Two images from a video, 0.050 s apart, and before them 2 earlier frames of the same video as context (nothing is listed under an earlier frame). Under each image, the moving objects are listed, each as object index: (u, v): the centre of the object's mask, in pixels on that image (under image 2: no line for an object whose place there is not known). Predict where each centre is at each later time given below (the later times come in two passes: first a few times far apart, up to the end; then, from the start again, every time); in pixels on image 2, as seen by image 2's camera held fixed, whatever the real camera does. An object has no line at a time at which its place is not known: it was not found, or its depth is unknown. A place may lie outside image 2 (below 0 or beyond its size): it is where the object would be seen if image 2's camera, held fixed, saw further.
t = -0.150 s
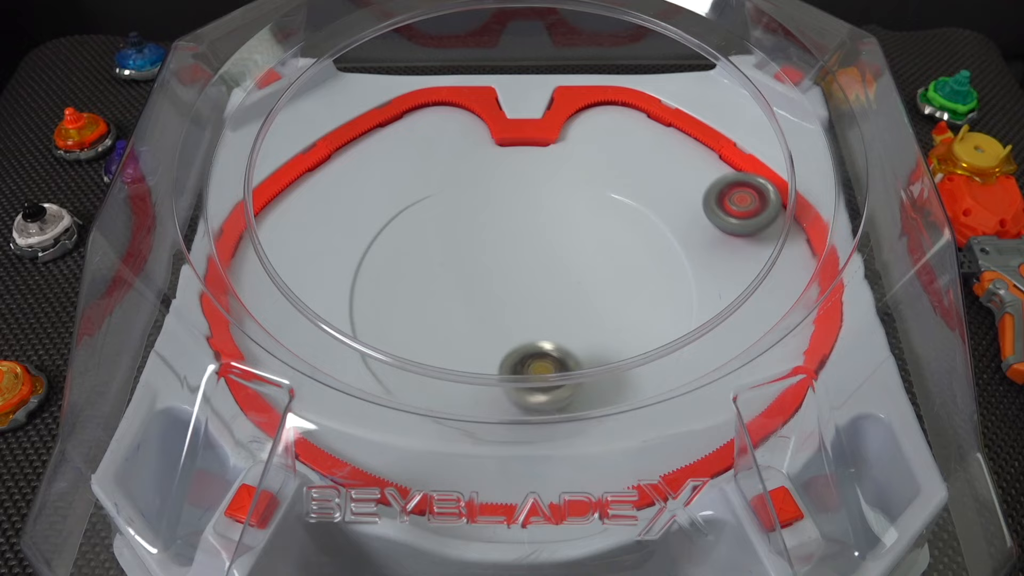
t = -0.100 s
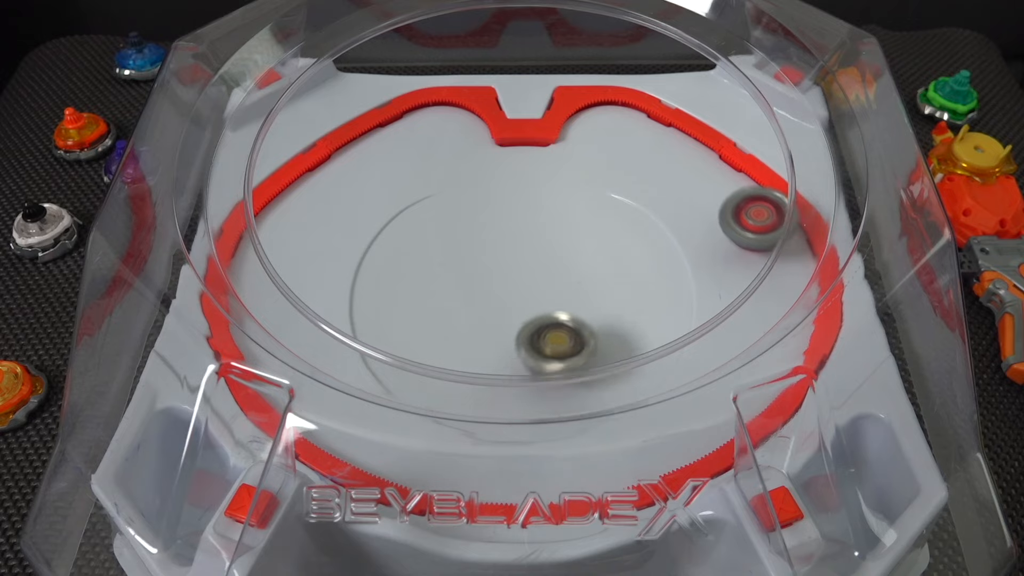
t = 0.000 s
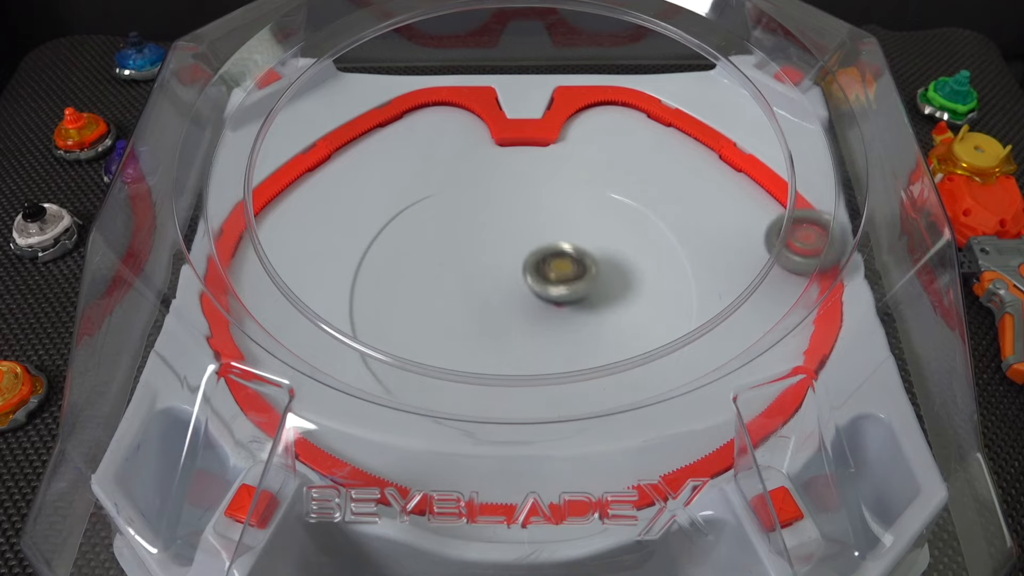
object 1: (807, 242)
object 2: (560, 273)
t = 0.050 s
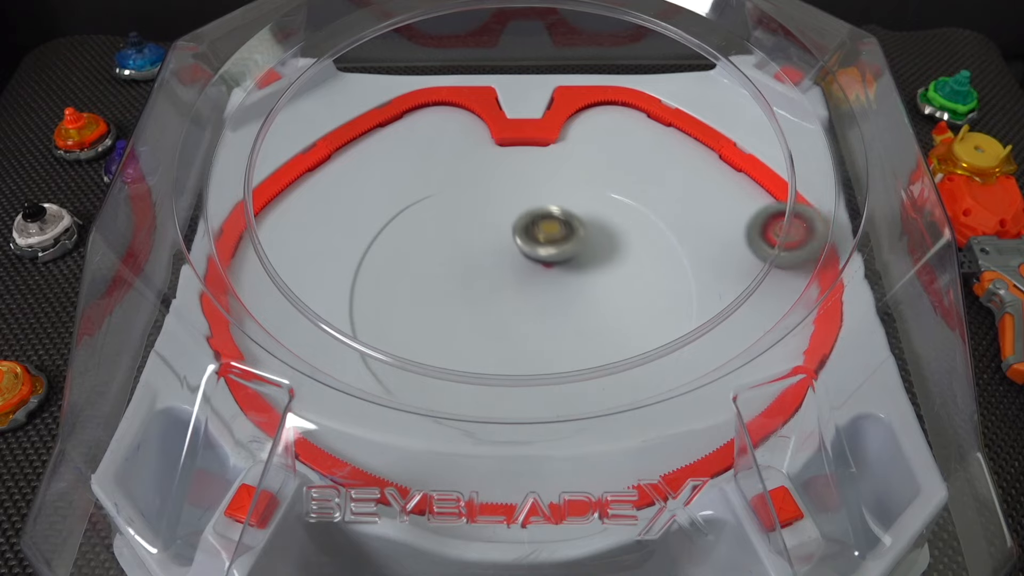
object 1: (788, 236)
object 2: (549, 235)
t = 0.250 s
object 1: (655, 228)
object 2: (450, 130)
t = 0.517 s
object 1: (401, 285)
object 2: (347, 369)
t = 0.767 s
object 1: (387, 443)
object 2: (742, 154)
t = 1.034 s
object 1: (735, 148)
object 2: (400, 393)
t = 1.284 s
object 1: (501, 399)
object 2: (757, 252)
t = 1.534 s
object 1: (668, 316)
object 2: (439, 80)
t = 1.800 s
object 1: (480, 165)
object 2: (787, 342)
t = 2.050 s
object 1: (223, 306)
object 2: (505, 345)
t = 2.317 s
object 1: (344, 259)
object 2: (523, 403)
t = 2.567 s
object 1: (474, 151)
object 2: (652, 203)
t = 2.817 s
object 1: (493, 138)
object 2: (600, 89)
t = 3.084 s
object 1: (443, 137)
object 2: (602, 137)
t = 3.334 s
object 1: (415, 92)
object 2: (575, 194)
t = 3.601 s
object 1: (212, 258)
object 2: (540, 292)
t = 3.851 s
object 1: (449, 388)
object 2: (625, 369)
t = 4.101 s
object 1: (593, 383)
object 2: (726, 172)
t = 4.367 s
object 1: (616, 293)
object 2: (618, 200)
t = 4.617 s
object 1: (347, 433)
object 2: (582, 114)
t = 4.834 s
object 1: (317, 334)
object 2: (481, 295)
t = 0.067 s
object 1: (772, 232)
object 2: (543, 223)
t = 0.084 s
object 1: (756, 227)
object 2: (537, 210)
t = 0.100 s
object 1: (746, 224)
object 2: (530, 199)
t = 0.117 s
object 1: (734, 222)
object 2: (523, 188)
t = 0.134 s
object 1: (723, 220)
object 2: (515, 178)
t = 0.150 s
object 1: (713, 219)
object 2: (507, 169)
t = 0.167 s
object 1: (703, 219)
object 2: (498, 160)
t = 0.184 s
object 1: (693, 219)
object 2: (490, 153)
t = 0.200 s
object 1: (684, 221)
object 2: (481, 146)
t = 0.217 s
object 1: (675, 222)
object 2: (471, 140)
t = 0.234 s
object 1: (666, 226)
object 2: (461, 135)
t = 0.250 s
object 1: (655, 228)
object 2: (450, 130)
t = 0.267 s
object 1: (643, 230)
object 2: (438, 127)
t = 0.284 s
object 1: (630, 230)
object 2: (425, 123)
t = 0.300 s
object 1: (616, 231)
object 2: (413, 119)
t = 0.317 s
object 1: (601, 231)
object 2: (400, 116)
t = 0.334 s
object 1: (584, 232)
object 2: (386, 113)
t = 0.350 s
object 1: (565, 234)
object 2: (372, 111)
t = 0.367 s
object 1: (548, 238)
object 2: (355, 123)
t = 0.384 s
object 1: (530, 240)
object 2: (337, 145)
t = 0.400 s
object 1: (512, 244)
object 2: (318, 172)
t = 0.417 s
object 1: (494, 248)
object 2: (300, 205)
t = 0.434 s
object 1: (477, 253)
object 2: (282, 244)
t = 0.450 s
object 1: (460, 259)
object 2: (259, 286)
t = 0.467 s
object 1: (445, 264)
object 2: (238, 316)
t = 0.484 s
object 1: (430, 271)
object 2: (259, 332)
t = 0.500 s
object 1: (415, 278)
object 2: (304, 350)
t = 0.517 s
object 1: (401, 285)
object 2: (347, 369)
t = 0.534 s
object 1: (389, 293)
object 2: (387, 384)
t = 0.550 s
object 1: (378, 301)
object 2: (428, 397)
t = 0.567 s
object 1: (370, 309)
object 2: (468, 412)
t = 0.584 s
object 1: (364, 314)
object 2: (507, 419)
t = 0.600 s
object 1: (355, 328)
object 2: (546, 424)
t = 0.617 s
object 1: (355, 334)
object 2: (585, 430)
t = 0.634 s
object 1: (356, 344)
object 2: (624, 433)
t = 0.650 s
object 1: (360, 352)
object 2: (665, 437)
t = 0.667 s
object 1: (364, 359)
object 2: (695, 430)
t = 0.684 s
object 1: (364, 374)
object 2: (739, 380)
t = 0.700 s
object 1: (365, 389)
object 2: (774, 339)
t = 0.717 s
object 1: (371, 400)
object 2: (803, 295)
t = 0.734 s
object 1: (375, 413)
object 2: (816, 246)
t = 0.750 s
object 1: (380, 426)
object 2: (791, 195)
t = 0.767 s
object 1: (387, 443)
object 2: (742, 154)
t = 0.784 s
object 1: (398, 453)
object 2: (686, 122)
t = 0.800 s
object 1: (441, 452)
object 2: (630, 87)
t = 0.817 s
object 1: (491, 443)
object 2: (581, 90)
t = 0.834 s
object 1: (538, 438)
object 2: (538, 119)
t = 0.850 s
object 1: (586, 434)
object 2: (495, 155)
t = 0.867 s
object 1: (630, 427)
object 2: (454, 195)
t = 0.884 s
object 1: (673, 416)
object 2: (410, 236)
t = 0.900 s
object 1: (706, 409)
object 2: (361, 288)
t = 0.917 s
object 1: (750, 379)
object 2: (351, 305)
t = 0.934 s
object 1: (773, 345)
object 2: (338, 327)
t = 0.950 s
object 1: (799, 313)
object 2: (329, 349)
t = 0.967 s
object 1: (808, 281)
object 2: (316, 385)
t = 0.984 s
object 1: (809, 245)
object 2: (308, 423)
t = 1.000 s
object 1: (798, 205)
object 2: (338, 411)
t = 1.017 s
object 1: (769, 172)
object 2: (365, 402)
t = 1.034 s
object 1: (735, 148)
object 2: (400, 393)
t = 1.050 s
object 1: (695, 126)
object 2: (432, 387)
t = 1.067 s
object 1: (657, 106)
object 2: (466, 384)
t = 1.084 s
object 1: (619, 82)
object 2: (498, 387)
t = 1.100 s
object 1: (569, 99)
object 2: (529, 392)
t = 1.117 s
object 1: (552, 144)
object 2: (559, 400)
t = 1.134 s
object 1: (535, 193)
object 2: (586, 408)
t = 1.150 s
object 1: (517, 249)
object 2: (607, 380)
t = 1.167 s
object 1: (499, 313)
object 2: (630, 364)
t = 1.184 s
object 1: (482, 355)
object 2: (654, 345)
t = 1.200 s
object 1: (463, 417)
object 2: (674, 327)
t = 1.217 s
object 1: (443, 460)
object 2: (693, 311)
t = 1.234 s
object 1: (456, 451)
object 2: (713, 299)
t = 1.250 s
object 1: (470, 431)
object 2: (731, 291)
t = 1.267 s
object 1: (485, 416)
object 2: (747, 276)
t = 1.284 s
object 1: (501, 399)
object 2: (757, 252)
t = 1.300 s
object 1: (517, 387)
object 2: (772, 235)
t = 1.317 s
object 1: (534, 379)
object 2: (785, 219)
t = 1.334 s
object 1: (550, 375)
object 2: (795, 204)
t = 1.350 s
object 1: (564, 374)
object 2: (796, 181)
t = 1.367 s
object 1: (579, 375)
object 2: (755, 155)
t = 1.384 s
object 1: (595, 378)
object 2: (725, 129)
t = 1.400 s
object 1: (607, 386)
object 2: (690, 110)
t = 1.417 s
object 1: (617, 378)
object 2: (656, 92)
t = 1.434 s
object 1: (628, 366)
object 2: (622, 78)
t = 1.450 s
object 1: (638, 353)
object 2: (591, 69)
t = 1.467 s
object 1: (647, 344)
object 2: (560, 62)
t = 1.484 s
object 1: (655, 337)
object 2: (532, 51)
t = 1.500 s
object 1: (663, 333)
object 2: (502, 53)
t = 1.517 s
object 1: (669, 331)
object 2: (471, 66)
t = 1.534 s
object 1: (668, 316)
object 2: (439, 80)
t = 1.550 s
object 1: (669, 304)
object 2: (405, 97)
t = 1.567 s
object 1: (667, 294)
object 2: (375, 113)
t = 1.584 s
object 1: (663, 282)
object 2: (338, 132)
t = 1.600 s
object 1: (657, 269)
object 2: (296, 173)
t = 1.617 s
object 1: (648, 256)
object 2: (250, 216)
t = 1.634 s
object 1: (639, 245)
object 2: (233, 263)
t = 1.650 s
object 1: (628, 233)
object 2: (246, 318)
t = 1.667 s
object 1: (615, 222)
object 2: (269, 372)
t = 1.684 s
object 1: (600, 211)
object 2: (330, 422)
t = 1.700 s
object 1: (585, 202)
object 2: (396, 453)
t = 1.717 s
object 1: (569, 193)
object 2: (478, 463)
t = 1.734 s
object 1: (552, 186)
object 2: (553, 466)
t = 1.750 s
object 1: (535, 179)
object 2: (630, 452)
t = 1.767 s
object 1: (517, 173)
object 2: (699, 429)
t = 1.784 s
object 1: (499, 169)
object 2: (754, 393)
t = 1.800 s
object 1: (480, 165)
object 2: (787, 342)
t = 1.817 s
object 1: (461, 162)
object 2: (811, 302)
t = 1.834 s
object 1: (443, 160)
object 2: (812, 254)
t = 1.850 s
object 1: (425, 160)
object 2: (802, 211)
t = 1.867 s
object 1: (407, 160)
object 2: (761, 177)
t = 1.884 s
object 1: (389, 162)
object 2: (727, 144)
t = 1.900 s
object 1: (370, 165)
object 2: (683, 117)
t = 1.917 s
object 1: (351, 169)
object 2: (635, 92)
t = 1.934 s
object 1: (332, 173)
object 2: (595, 89)
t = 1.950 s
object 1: (313, 178)
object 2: (564, 119)
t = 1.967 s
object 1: (293, 182)
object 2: (556, 162)
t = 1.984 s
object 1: (277, 189)
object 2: (546, 199)
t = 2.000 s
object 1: (251, 196)
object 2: (538, 238)
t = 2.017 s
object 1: (243, 226)
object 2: (529, 277)
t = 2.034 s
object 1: (232, 262)
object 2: (518, 314)
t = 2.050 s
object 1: (223, 306)
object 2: (505, 345)
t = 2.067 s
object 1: (208, 348)
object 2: (499, 385)
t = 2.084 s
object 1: (215, 389)
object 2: (486, 420)
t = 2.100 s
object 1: (229, 413)
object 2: (478, 447)
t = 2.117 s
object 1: (240, 421)
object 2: (470, 470)
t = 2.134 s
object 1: (250, 394)
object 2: (460, 489)
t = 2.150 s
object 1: (256, 373)
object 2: (466, 469)
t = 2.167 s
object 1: (263, 356)
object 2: (470, 460)
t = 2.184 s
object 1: (272, 340)
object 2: (473, 448)
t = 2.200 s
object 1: (281, 329)
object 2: (477, 439)
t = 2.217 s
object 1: (298, 319)
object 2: (482, 433)
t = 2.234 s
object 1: (307, 317)
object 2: (487, 430)
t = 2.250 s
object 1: (319, 316)
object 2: (492, 430)
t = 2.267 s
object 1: (330, 313)
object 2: (497, 433)
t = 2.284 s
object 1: (335, 292)
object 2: (503, 435)
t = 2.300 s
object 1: (339, 274)
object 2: (512, 420)
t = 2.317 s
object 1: (344, 259)
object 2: (523, 403)
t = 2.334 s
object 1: (350, 247)
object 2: (534, 387)
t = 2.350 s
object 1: (357, 238)
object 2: (545, 379)
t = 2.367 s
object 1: (364, 232)
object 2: (555, 372)
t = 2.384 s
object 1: (372, 227)
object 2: (564, 364)
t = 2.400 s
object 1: (381, 213)
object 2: (572, 352)
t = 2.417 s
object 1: (389, 203)
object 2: (584, 342)
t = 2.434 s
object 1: (399, 195)
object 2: (597, 332)
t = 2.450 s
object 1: (409, 190)
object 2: (608, 323)
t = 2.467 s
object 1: (418, 181)
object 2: (617, 308)
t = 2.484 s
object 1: (427, 175)
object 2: (626, 292)
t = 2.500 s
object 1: (437, 169)
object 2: (634, 275)
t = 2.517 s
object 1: (446, 163)
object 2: (641, 257)
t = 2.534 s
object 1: (456, 159)
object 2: (646, 239)
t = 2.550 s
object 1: (465, 154)
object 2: (650, 221)
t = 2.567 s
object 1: (474, 151)
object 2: (652, 203)
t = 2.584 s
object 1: (482, 147)
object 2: (649, 186)
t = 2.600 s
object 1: (491, 145)
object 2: (639, 171)
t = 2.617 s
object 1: (498, 141)
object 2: (630, 160)
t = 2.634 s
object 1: (506, 139)
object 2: (620, 152)
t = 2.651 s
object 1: (512, 137)
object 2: (610, 146)
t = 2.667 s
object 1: (519, 135)
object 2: (603, 135)
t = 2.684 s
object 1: (524, 134)
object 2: (595, 127)
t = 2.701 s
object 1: (526, 133)
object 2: (590, 117)
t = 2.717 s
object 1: (522, 131)
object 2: (592, 107)
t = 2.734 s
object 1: (518, 133)
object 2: (593, 102)
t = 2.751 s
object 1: (514, 134)
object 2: (595, 98)
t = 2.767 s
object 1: (509, 135)
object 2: (597, 93)
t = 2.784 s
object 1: (504, 136)
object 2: (598, 90)
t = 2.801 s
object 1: (498, 136)
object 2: (599, 88)
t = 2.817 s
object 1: (493, 138)
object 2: (600, 89)
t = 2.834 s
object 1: (488, 139)
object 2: (601, 91)
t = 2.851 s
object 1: (483, 141)
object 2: (602, 93)
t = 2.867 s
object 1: (478, 142)
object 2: (603, 96)
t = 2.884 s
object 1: (473, 143)
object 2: (603, 98)
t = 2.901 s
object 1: (469, 144)
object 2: (603, 101)
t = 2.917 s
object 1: (464, 145)
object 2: (603, 104)
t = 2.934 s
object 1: (460, 145)
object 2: (604, 107)
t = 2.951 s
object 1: (457, 146)
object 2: (604, 111)
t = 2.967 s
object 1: (453, 146)
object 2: (604, 114)
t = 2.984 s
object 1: (450, 146)
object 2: (604, 118)
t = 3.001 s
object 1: (448, 145)
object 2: (604, 121)
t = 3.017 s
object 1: (446, 144)
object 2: (604, 125)
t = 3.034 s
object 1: (444, 143)
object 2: (604, 128)
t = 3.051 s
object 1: (443, 142)
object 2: (603, 131)
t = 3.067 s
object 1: (442, 140)
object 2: (603, 134)
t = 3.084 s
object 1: (443, 137)
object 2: (602, 137)
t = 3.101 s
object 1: (443, 135)
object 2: (600, 140)
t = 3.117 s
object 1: (444, 133)
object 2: (600, 143)
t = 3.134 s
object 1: (445, 130)
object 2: (599, 147)
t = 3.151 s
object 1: (447, 127)
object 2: (599, 150)
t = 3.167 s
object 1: (448, 123)
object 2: (597, 153)
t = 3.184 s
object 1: (450, 120)
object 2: (597, 156)
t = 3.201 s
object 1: (452, 115)
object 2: (595, 159)
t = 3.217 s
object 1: (454, 111)
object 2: (593, 162)
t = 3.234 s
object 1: (456, 107)
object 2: (591, 166)
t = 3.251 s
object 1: (457, 103)
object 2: (590, 170)
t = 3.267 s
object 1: (459, 98)
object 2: (587, 174)
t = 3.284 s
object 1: (460, 94)
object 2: (585, 178)
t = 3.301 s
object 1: (461, 90)
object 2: (581, 184)
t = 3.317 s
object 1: (441, 89)
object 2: (578, 189)
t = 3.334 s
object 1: (415, 92)
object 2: (575, 194)
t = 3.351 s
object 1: (389, 98)
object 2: (572, 199)
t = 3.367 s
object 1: (368, 107)
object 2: (568, 205)
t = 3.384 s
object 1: (346, 115)
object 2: (564, 210)
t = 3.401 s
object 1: (327, 125)
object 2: (560, 216)
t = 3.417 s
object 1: (308, 135)
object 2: (557, 221)
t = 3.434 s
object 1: (292, 146)
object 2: (554, 227)
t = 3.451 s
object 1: (273, 155)
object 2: (550, 232)
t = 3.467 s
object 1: (257, 164)
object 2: (547, 238)
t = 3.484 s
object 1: (242, 175)
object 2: (544, 243)
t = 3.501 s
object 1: (229, 186)
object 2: (542, 249)
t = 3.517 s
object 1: (217, 199)
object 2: (540, 255)
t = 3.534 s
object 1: (211, 210)
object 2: (540, 262)
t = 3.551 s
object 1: (211, 223)
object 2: (539, 269)
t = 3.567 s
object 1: (209, 233)
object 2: (539, 277)
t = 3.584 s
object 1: (210, 246)
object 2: (539, 285)
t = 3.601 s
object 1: (212, 258)
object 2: (540, 292)
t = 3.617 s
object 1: (216, 270)
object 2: (542, 300)
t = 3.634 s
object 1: (222, 281)
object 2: (544, 308)
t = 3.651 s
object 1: (231, 295)
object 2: (547, 315)
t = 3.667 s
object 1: (239, 312)
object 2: (551, 323)
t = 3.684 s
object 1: (250, 318)
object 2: (555, 330)
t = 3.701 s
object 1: (261, 326)
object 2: (559, 337)
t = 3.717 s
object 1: (275, 336)
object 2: (564, 341)
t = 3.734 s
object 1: (294, 343)
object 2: (570, 345)
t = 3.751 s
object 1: (309, 352)
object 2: (575, 347)
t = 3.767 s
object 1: (329, 360)
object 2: (583, 349)
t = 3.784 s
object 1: (350, 365)
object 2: (590, 362)
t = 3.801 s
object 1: (373, 371)
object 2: (598, 364)
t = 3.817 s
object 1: (397, 377)
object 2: (607, 367)
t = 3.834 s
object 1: (423, 385)
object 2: (617, 368)
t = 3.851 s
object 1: (449, 388)
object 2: (625, 369)
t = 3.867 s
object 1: (479, 396)
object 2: (635, 367)
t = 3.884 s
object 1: (509, 398)
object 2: (640, 360)
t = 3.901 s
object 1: (539, 398)
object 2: (642, 354)
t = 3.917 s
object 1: (564, 391)
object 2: (644, 351)
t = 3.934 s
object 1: (575, 384)
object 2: (653, 345)
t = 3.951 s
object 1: (577, 379)
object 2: (664, 314)
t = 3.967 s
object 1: (580, 376)
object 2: (675, 294)
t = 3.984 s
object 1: (582, 376)
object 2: (684, 275)
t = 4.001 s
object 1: (584, 377)
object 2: (692, 260)
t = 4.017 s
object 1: (587, 383)
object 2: (700, 246)
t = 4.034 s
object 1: (589, 393)
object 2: (706, 229)
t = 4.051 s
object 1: (591, 402)
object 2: (712, 212)
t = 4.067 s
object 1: (591, 393)
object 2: (718, 199)
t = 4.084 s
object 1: (592, 386)
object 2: (722, 185)
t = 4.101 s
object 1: (593, 383)
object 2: (726, 172)
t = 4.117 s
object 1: (594, 382)
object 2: (729, 161)
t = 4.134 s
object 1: (594, 380)
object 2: (732, 150)
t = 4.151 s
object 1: (595, 375)
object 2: (719, 142)
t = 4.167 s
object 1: (597, 371)
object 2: (679, 135)
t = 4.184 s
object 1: (598, 366)
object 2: (635, 125)
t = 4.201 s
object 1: (599, 359)
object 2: (598, 121)
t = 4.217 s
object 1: (601, 353)
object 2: (557, 110)
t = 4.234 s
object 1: (604, 347)
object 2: (559, 109)
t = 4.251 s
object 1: (604, 336)
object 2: (567, 110)
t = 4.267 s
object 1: (605, 332)
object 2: (575, 114)
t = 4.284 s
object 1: (608, 326)
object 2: (583, 123)
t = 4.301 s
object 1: (609, 319)
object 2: (592, 134)
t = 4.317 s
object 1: (611, 312)
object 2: (599, 149)
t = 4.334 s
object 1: (612, 305)
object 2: (608, 169)
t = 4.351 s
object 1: (615, 299)
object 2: (614, 190)
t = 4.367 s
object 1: (616, 293)
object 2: (618, 200)
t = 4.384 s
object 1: (619, 286)
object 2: (620, 209)
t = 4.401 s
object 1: (616, 288)
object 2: (622, 218)
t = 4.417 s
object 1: (594, 322)
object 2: (646, 183)
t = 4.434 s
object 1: (567, 349)
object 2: (665, 156)
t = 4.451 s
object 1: (544, 388)
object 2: (687, 128)
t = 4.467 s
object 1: (515, 421)
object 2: (697, 106)
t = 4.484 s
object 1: (488, 446)
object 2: (687, 92)
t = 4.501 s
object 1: (462, 465)
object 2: (675, 84)
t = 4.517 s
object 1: (439, 464)
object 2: (662, 79)
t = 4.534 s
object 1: (419, 461)
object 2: (649, 76)
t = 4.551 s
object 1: (399, 462)
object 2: (635, 78)
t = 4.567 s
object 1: (381, 457)
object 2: (621, 83)
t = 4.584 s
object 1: (367, 448)
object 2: (608, 93)
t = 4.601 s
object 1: (356, 440)
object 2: (596, 102)
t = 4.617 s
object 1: (347, 433)
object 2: (582, 114)
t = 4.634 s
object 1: (340, 430)
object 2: (572, 125)
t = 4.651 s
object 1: (335, 427)
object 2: (563, 138)
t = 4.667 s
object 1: (331, 427)
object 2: (556, 153)
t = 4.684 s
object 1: (327, 419)
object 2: (548, 166)
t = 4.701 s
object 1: (326, 403)
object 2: (538, 181)
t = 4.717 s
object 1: (325, 393)
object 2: (530, 196)
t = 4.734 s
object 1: (321, 383)
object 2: (522, 211)
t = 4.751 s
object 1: (318, 375)
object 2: (514, 225)
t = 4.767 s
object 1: (314, 368)
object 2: (506, 240)
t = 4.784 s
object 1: (312, 360)
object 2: (499, 254)
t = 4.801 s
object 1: (312, 351)
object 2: (494, 269)
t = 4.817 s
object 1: (313, 342)
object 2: (487, 283)
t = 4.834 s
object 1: (317, 334)
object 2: (481, 295)
